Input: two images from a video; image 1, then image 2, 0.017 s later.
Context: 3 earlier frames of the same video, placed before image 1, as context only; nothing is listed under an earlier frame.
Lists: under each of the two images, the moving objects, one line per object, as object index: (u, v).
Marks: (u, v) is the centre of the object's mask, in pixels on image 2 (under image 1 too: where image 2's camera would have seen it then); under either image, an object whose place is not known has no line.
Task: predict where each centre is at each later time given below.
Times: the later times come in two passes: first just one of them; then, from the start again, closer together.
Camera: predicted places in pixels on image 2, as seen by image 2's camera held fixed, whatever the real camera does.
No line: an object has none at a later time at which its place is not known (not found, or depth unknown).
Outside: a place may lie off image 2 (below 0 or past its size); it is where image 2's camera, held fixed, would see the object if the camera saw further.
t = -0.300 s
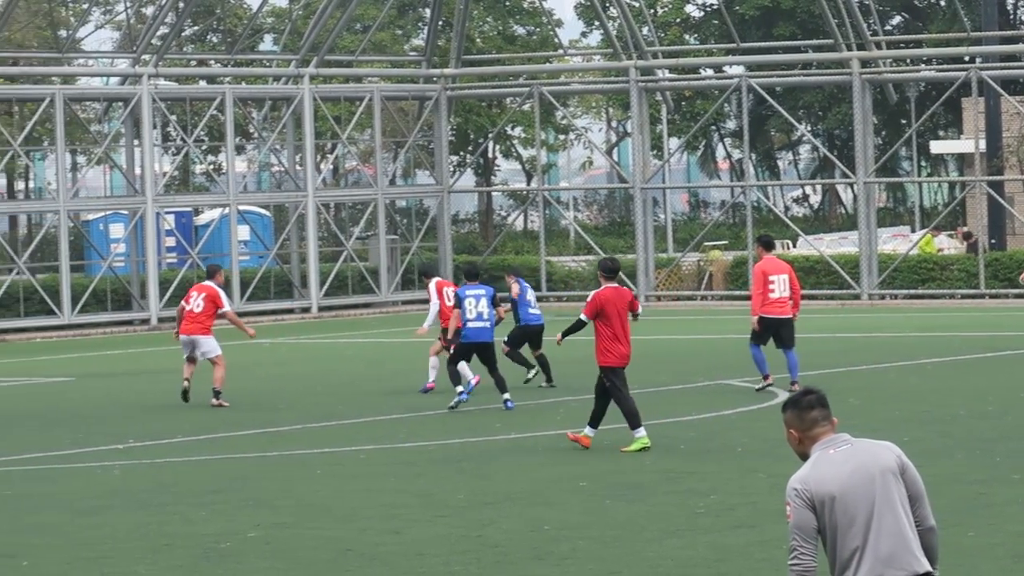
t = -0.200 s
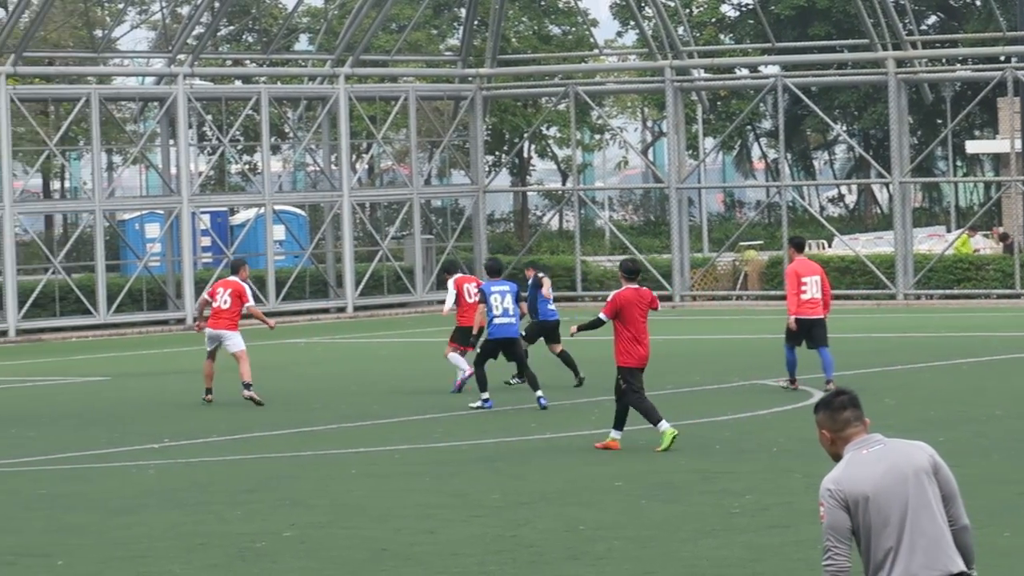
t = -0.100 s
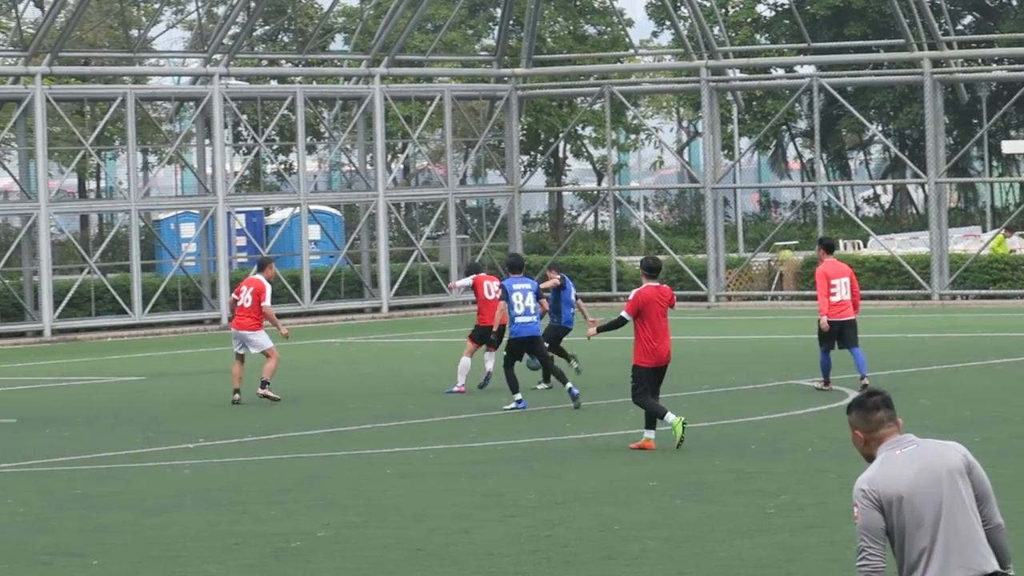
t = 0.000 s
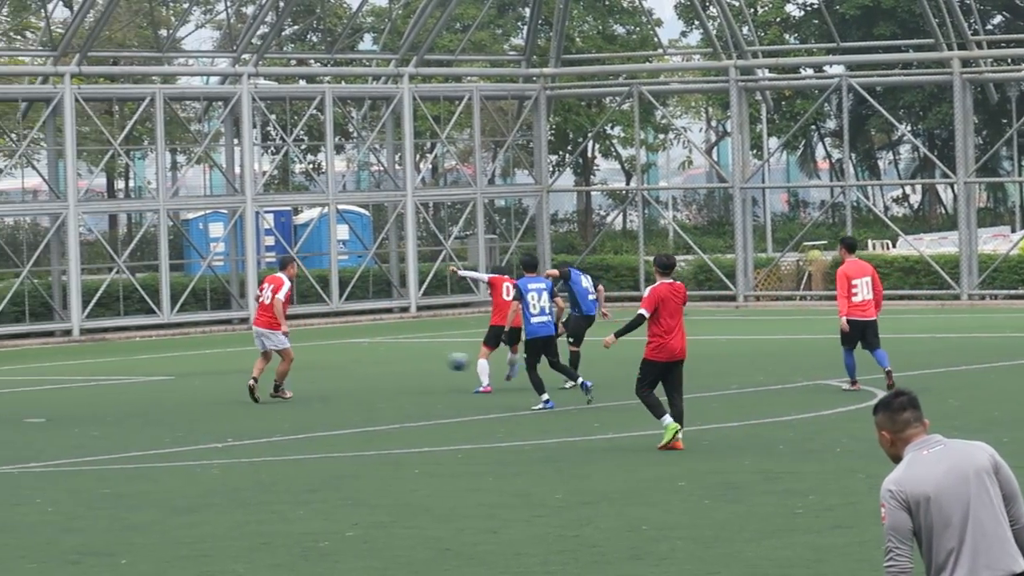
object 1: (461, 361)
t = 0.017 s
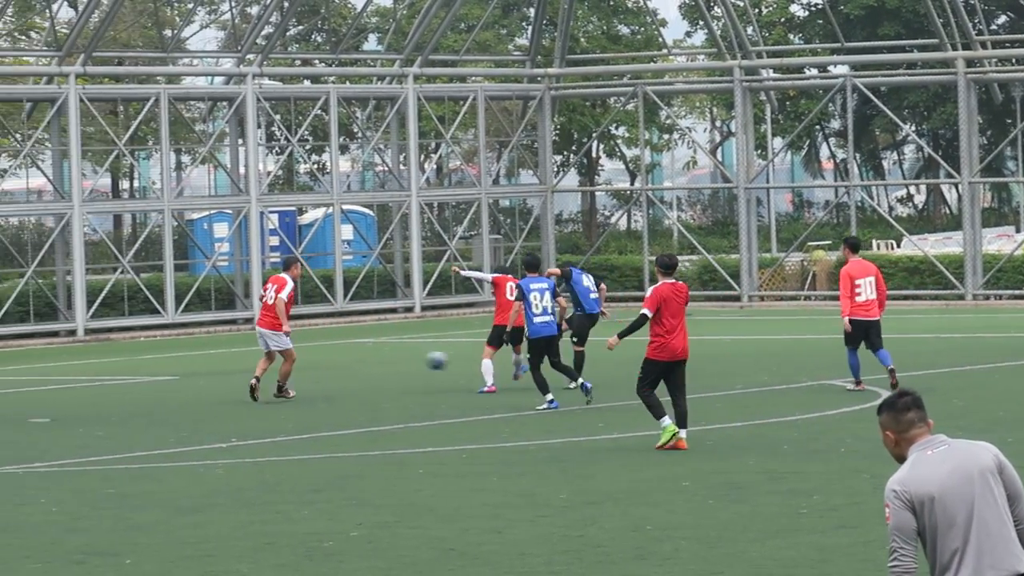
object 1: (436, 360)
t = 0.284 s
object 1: (38, 386)
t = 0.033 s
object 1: (411, 359)
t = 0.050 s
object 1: (386, 359)
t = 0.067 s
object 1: (360, 358)
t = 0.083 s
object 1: (334, 359)
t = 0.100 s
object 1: (309, 359)
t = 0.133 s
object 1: (262, 365)
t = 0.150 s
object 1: (233, 363)
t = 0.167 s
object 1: (209, 365)
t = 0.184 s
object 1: (184, 367)
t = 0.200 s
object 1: (159, 369)
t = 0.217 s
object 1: (135, 372)
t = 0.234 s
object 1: (110, 375)
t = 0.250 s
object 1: (87, 379)
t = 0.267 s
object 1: (62, 382)
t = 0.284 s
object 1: (38, 386)
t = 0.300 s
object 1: (13, 391)
